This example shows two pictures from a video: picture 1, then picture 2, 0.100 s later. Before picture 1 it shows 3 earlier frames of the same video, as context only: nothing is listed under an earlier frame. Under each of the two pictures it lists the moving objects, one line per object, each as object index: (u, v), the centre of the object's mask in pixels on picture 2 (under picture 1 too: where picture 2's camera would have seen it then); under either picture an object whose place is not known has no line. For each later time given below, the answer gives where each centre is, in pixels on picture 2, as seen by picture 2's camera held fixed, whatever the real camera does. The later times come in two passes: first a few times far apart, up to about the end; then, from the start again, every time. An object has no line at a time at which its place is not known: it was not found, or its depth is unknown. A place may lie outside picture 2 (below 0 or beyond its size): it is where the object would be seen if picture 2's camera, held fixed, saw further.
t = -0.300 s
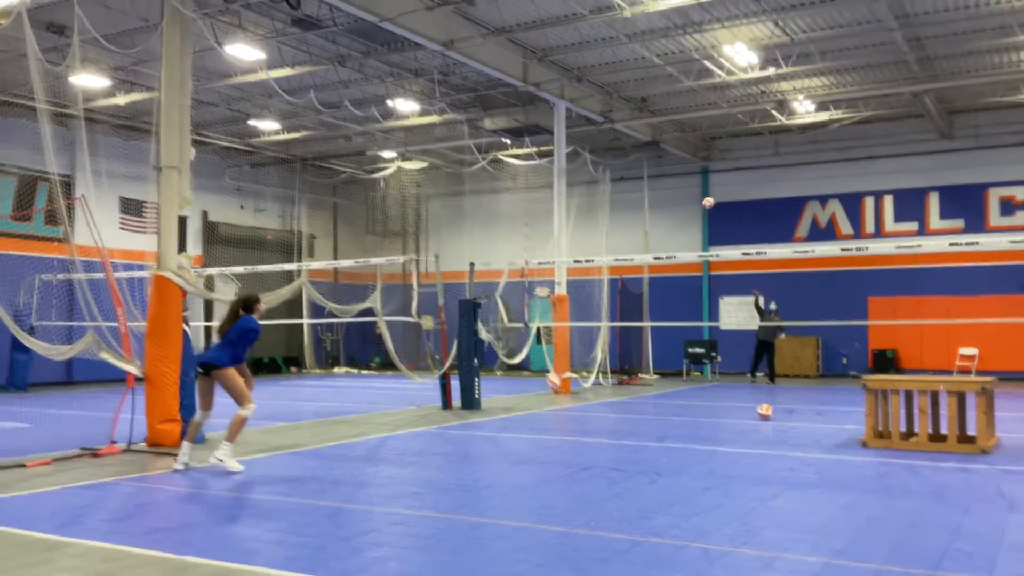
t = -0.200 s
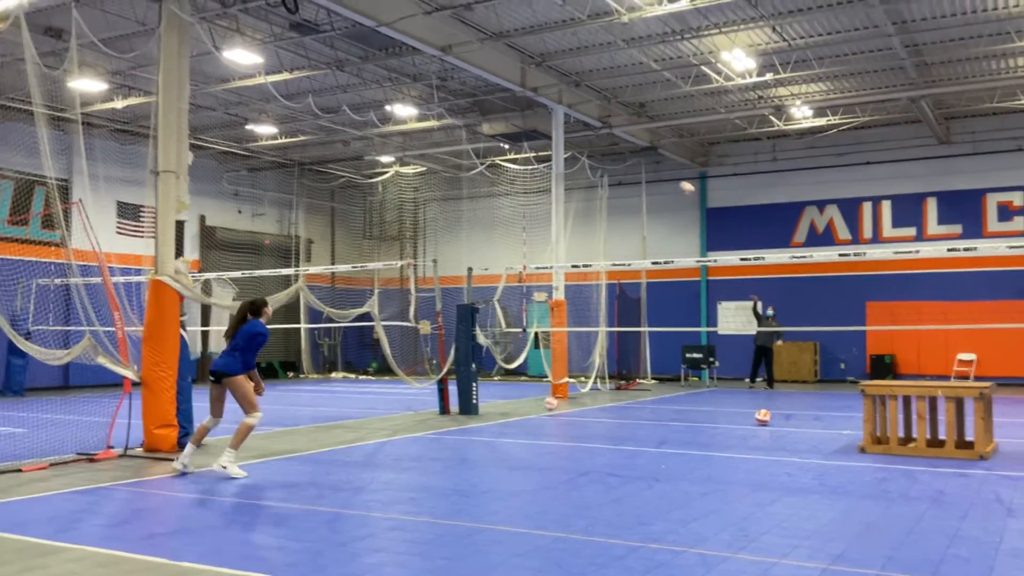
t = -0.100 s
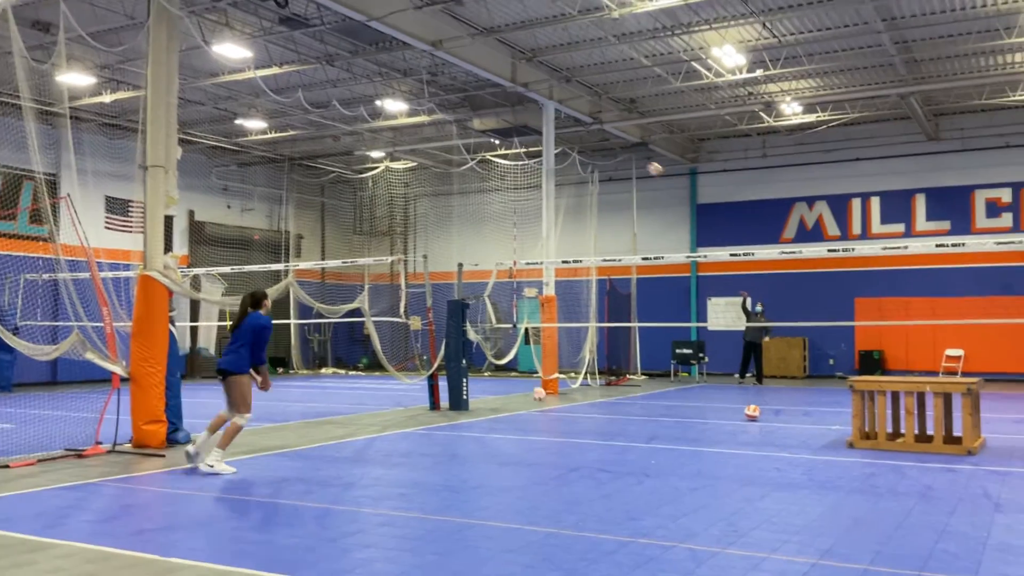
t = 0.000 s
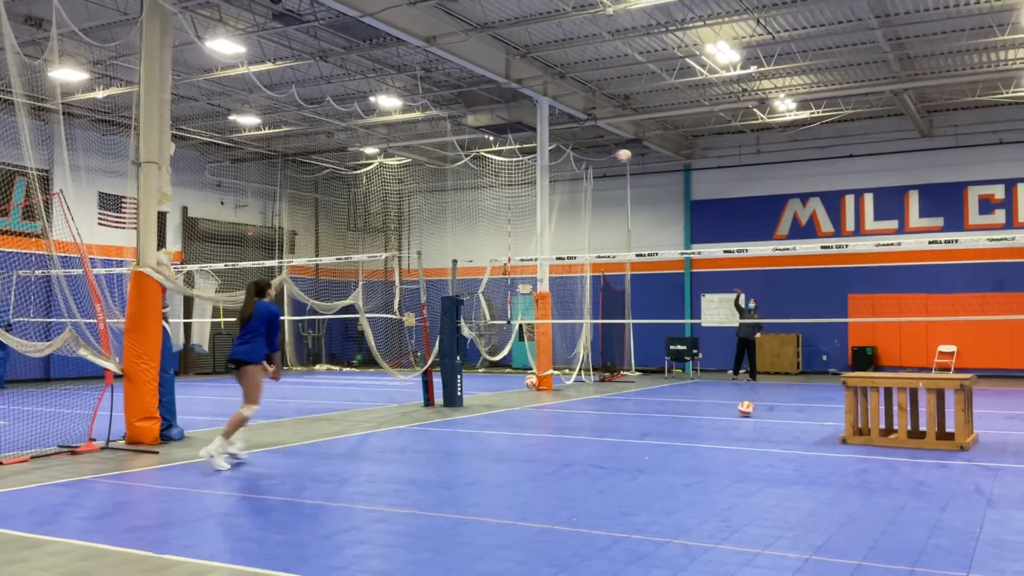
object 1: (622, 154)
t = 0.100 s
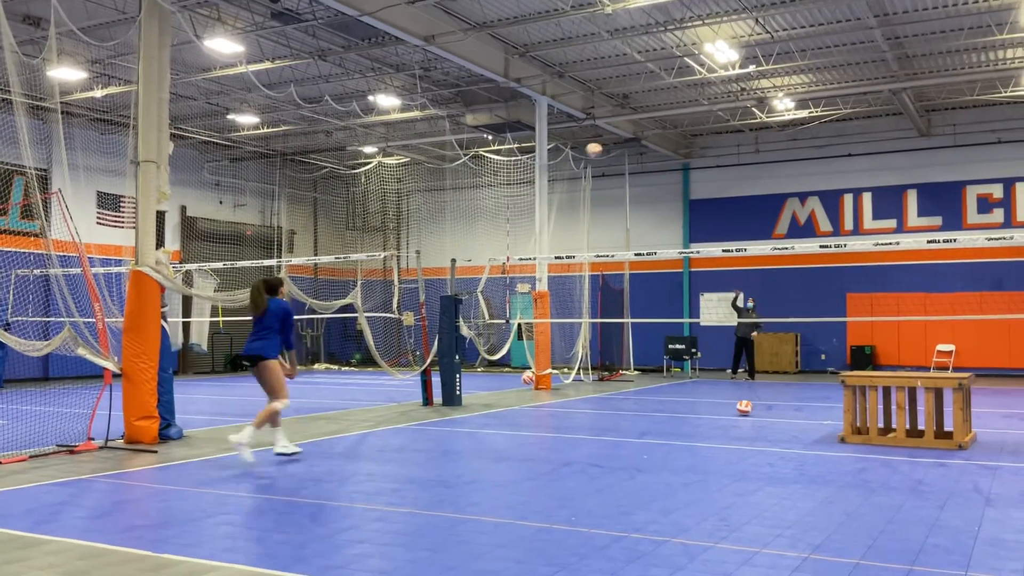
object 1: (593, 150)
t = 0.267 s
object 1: (538, 157)
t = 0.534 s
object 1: (417, 232)
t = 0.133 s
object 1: (583, 149)
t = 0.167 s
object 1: (573, 150)
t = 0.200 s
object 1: (562, 152)
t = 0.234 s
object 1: (550, 154)
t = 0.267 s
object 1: (538, 157)
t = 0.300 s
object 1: (526, 162)
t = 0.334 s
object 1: (513, 168)
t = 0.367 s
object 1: (498, 175)
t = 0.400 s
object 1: (483, 184)
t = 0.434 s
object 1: (469, 193)
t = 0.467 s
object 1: (452, 204)
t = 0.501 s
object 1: (435, 217)
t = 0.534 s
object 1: (417, 232)
